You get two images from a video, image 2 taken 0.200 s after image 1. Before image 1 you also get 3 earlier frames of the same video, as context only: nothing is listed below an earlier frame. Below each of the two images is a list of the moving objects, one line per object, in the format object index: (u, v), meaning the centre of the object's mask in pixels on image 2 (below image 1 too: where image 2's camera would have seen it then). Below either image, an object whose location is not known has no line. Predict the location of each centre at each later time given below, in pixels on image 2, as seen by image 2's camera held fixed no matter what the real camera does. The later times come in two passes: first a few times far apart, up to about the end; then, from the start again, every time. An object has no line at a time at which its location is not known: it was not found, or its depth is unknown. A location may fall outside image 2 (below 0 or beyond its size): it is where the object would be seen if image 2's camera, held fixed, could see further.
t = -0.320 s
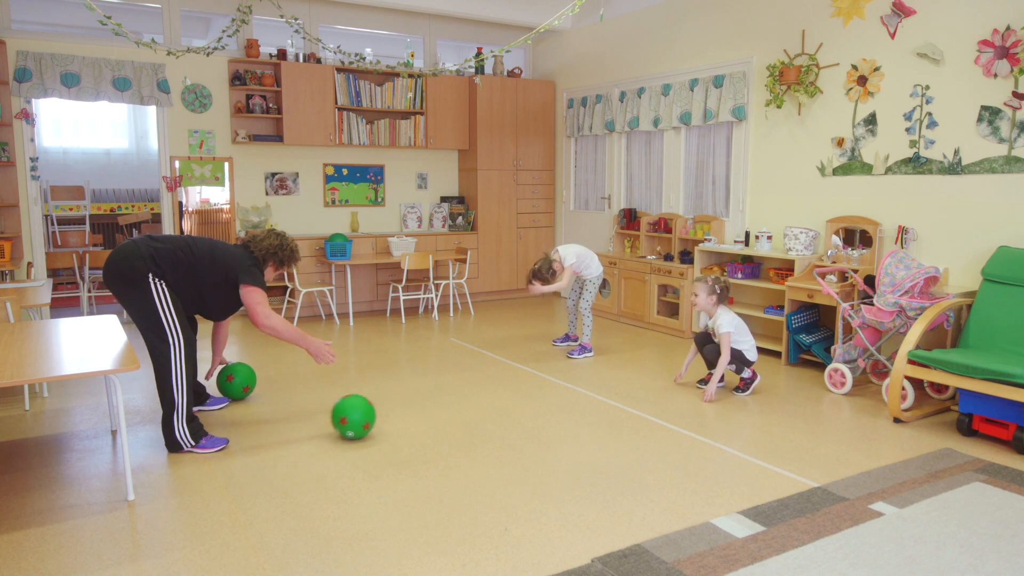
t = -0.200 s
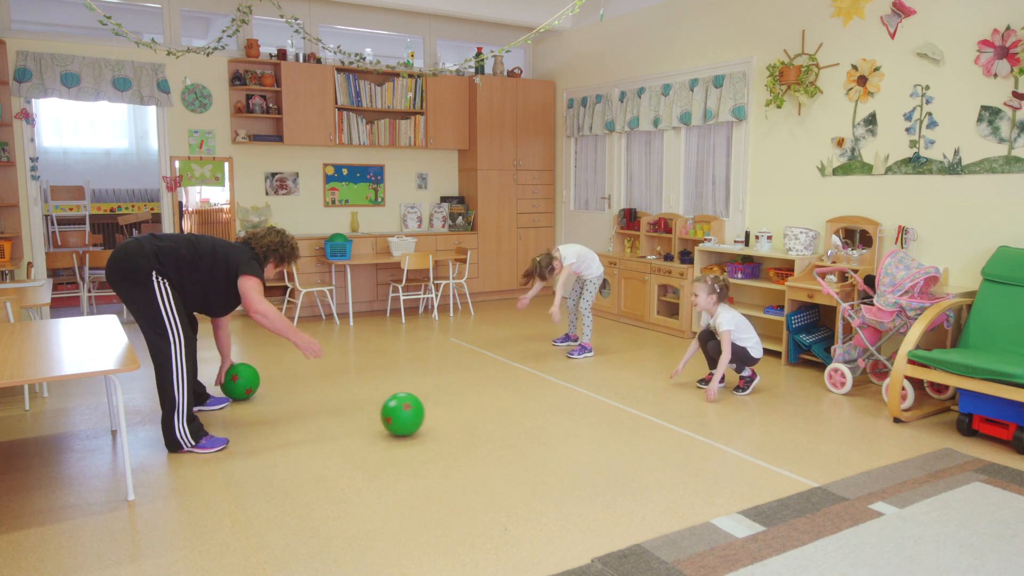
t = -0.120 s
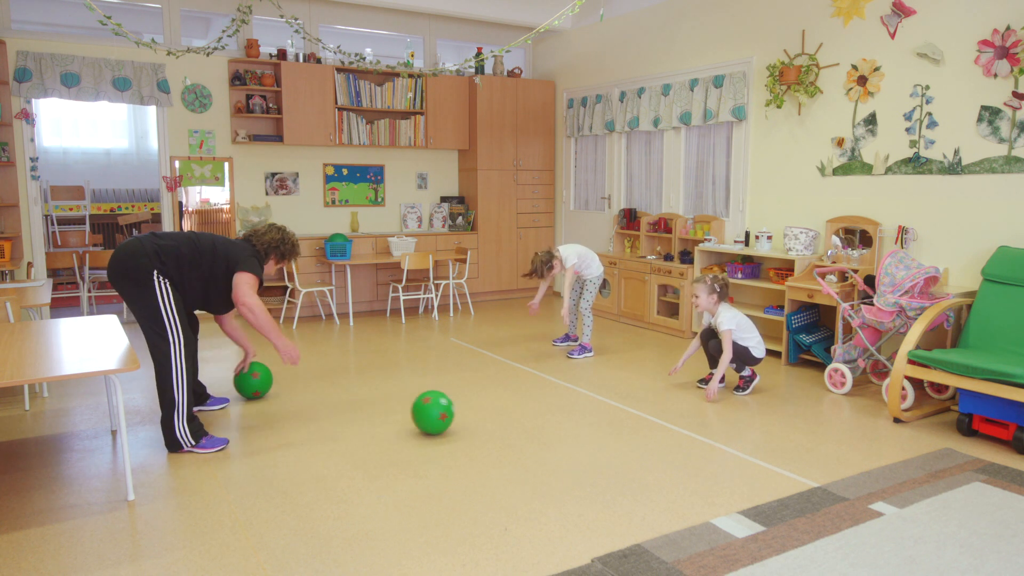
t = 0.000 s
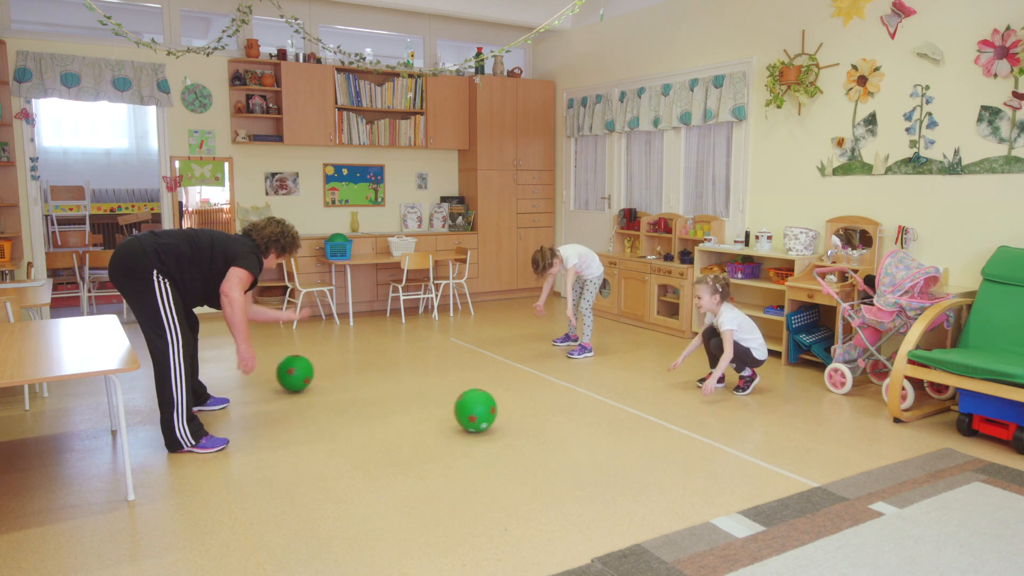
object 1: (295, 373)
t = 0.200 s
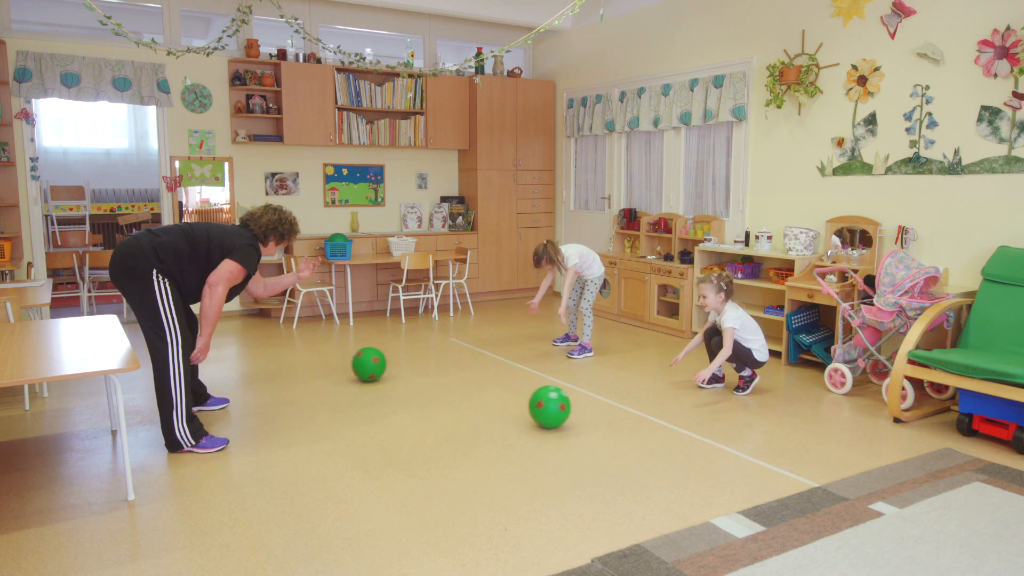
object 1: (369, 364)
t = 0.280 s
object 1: (395, 361)
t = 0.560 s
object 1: (483, 351)
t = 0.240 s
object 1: (382, 362)
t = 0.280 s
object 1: (395, 361)
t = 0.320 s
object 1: (408, 359)
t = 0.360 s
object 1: (421, 358)
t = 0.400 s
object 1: (434, 357)
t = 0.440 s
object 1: (447, 355)
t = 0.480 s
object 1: (459, 354)
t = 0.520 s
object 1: (471, 353)
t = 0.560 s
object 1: (483, 351)
